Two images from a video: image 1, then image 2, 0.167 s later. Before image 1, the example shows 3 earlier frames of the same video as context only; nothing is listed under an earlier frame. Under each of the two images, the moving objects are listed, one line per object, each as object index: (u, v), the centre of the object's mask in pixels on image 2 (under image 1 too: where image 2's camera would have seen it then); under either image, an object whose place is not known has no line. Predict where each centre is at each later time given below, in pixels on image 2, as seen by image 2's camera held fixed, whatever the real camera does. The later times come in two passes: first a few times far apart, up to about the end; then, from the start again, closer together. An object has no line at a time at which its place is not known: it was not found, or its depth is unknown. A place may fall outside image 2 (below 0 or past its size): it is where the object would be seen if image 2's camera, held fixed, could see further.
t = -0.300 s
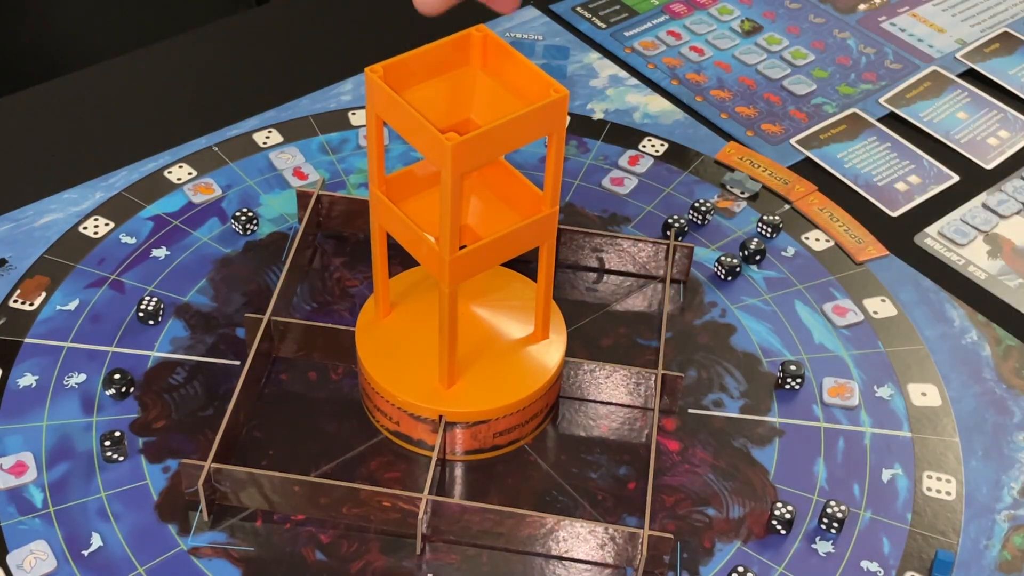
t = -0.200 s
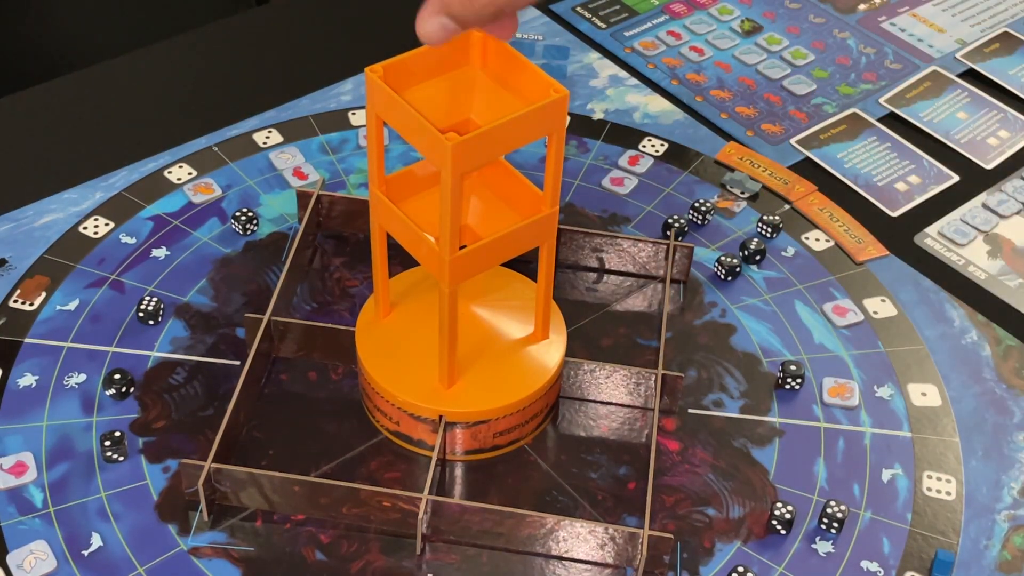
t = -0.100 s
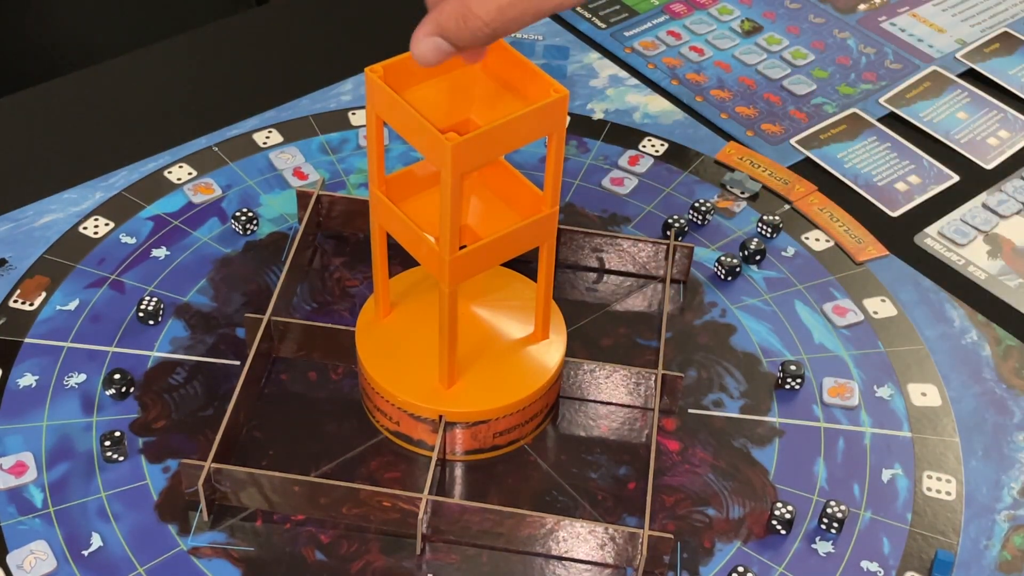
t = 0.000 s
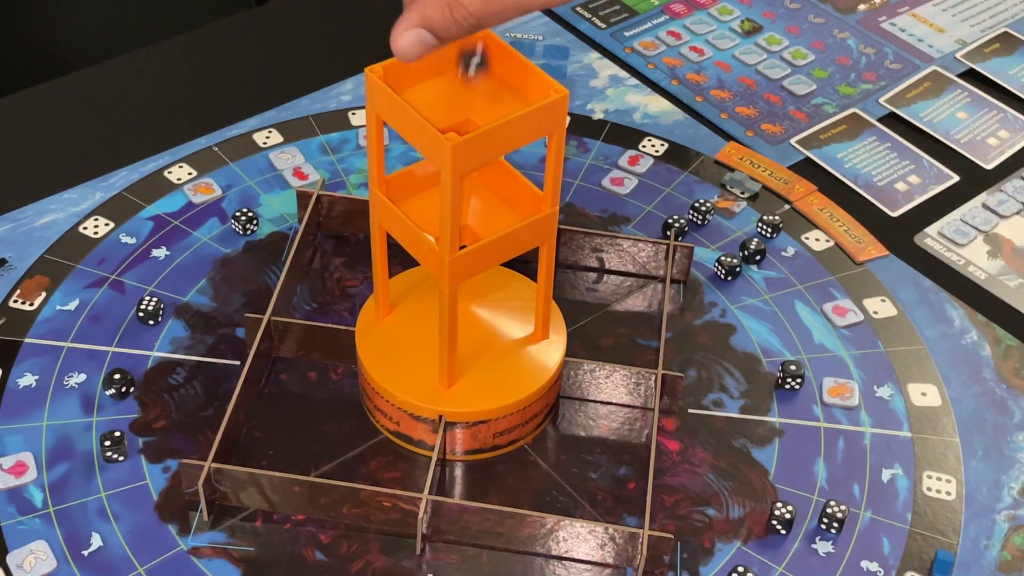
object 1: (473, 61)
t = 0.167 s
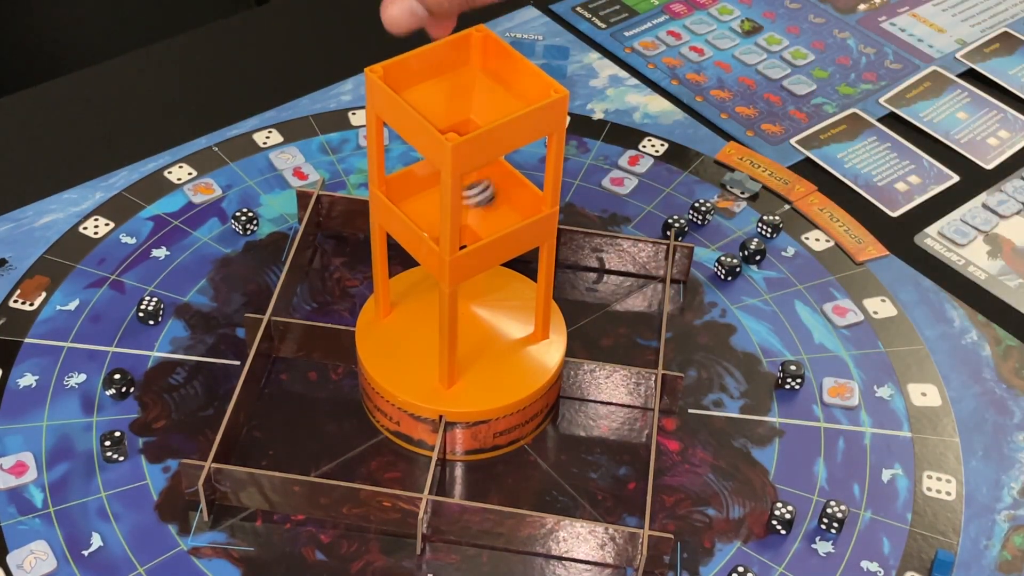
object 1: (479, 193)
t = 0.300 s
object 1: (470, 291)
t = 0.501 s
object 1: (473, 343)
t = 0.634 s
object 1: (515, 404)
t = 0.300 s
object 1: (470, 291)
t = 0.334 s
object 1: (468, 293)
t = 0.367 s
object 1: (467, 304)
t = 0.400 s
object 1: (466, 329)
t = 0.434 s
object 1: (466, 345)
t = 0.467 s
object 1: (468, 340)
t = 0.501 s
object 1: (473, 343)
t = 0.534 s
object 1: (482, 349)
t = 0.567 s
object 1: (492, 360)
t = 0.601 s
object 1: (502, 380)
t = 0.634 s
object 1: (515, 404)
